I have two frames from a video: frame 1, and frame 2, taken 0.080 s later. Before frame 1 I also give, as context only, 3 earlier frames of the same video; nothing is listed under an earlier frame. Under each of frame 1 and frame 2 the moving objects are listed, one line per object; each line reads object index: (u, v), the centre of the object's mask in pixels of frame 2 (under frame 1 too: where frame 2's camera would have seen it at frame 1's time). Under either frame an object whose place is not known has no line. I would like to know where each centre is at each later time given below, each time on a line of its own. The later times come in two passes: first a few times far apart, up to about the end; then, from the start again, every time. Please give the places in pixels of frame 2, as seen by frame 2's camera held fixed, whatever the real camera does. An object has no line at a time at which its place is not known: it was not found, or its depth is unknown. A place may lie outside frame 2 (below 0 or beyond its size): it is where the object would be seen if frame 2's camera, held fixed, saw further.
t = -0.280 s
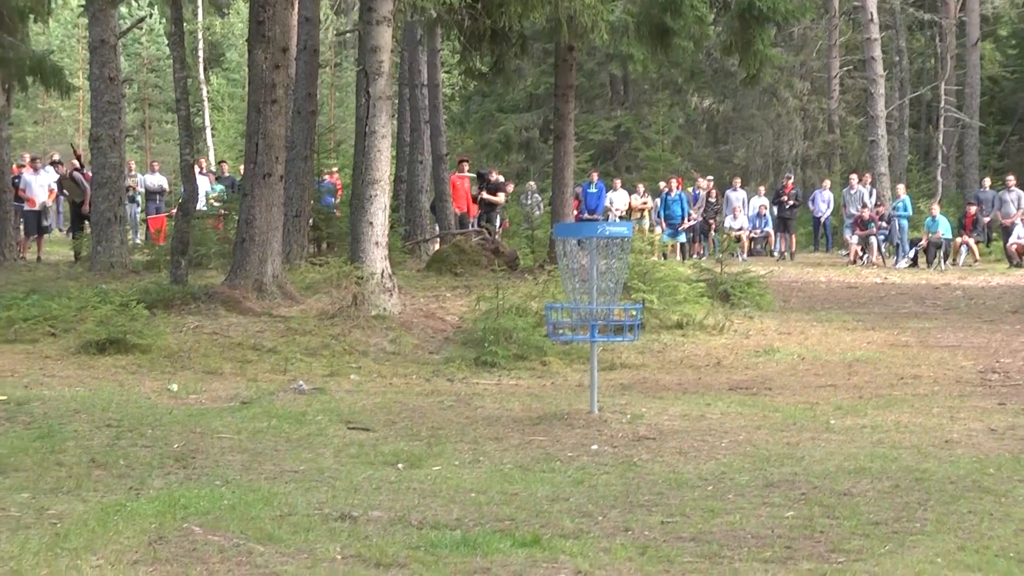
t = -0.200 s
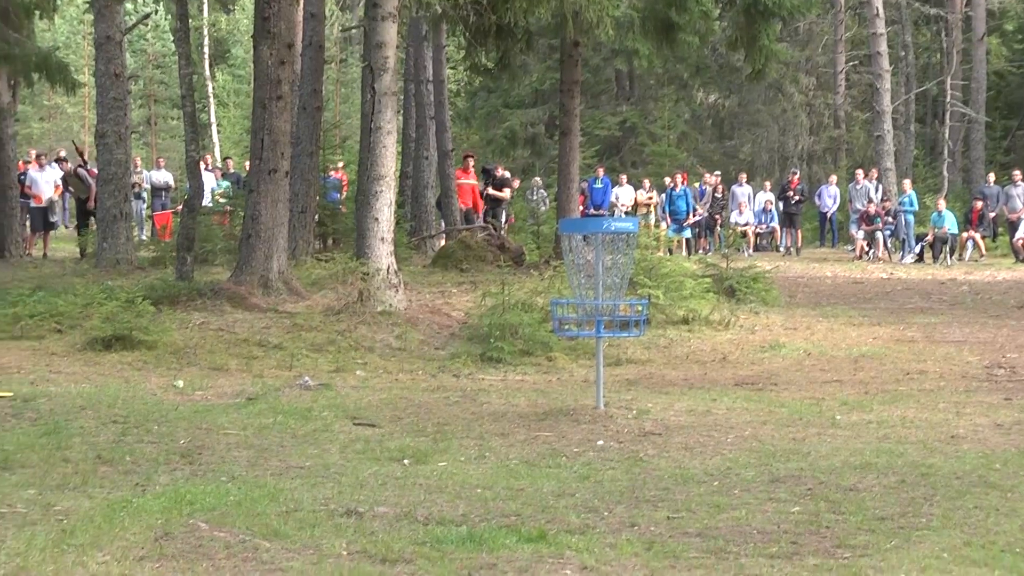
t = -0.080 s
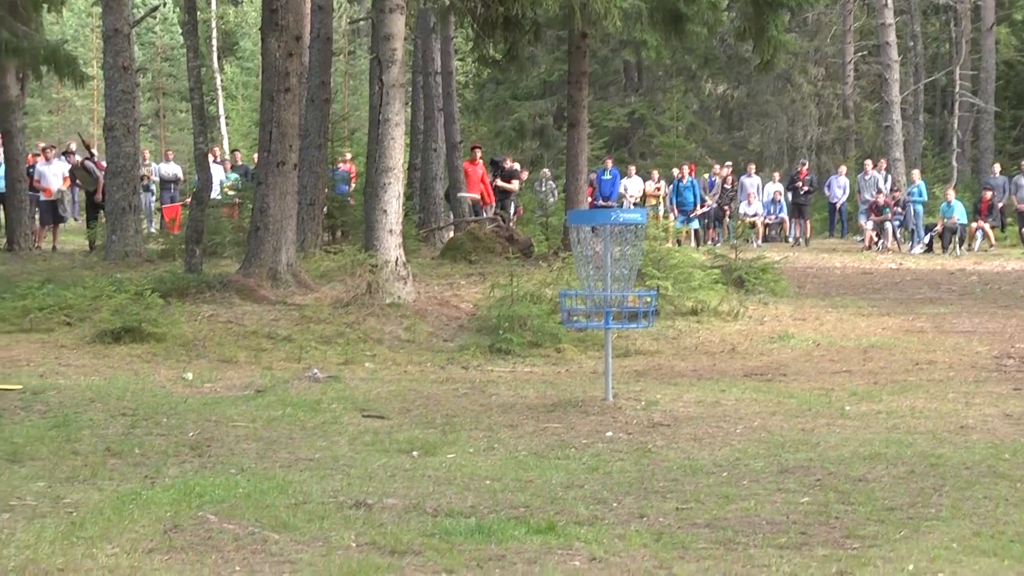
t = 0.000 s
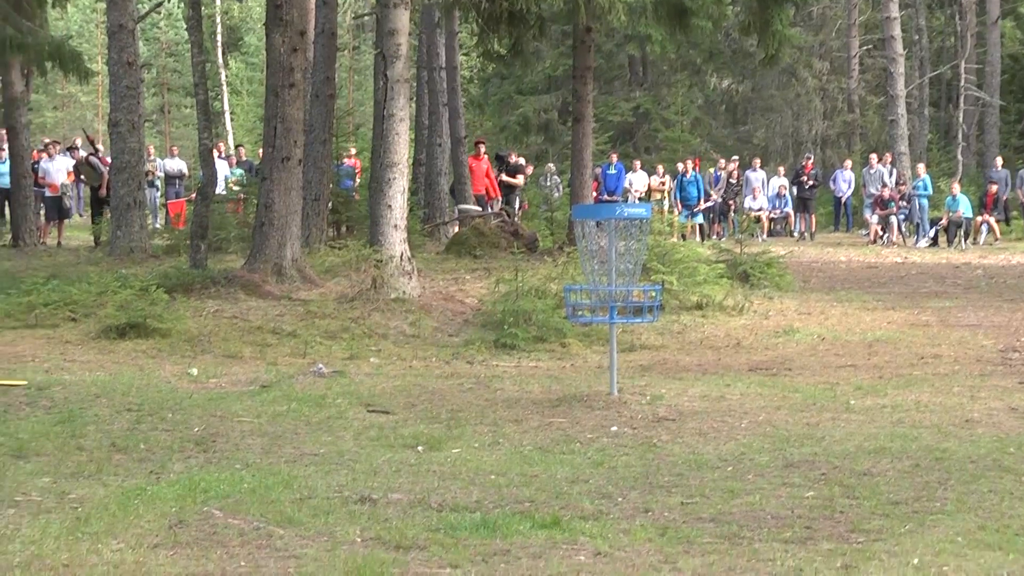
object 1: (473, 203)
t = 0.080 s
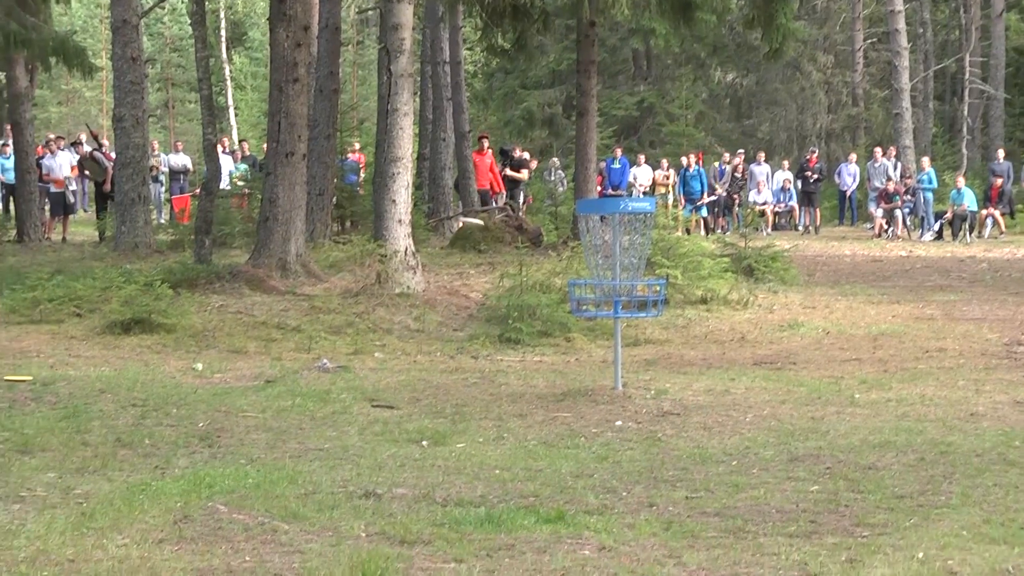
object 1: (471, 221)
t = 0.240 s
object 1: (469, 264)
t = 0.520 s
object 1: (487, 365)
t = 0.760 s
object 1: (535, 470)
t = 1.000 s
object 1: (564, 473)
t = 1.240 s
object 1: (657, 494)
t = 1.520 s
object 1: (772, 501)
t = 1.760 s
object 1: (795, 506)
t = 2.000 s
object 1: (795, 507)
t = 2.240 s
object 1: (794, 507)
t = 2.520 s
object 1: (794, 506)
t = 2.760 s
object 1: (794, 506)
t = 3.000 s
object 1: (793, 506)
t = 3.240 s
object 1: (793, 506)
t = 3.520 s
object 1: (793, 506)
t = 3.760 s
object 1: (794, 506)
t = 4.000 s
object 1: (793, 506)
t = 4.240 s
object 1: (793, 506)
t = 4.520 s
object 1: (793, 506)
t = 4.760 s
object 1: (794, 506)
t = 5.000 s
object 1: (793, 506)
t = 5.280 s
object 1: (794, 506)
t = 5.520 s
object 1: (794, 506)
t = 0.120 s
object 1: (471, 231)
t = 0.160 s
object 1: (468, 242)
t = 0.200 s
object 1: (468, 253)
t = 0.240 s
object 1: (469, 264)
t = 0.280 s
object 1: (471, 277)
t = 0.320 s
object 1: (470, 290)
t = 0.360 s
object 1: (472, 303)
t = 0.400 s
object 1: (474, 318)
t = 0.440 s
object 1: (477, 333)
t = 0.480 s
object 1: (482, 348)
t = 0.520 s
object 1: (487, 365)
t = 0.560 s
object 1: (492, 382)
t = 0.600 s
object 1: (498, 400)
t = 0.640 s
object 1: (507, 421)
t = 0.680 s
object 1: (515, 441)
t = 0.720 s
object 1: (526, 463)
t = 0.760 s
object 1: (535, 470)
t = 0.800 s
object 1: (538, 465)
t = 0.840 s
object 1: (542, 461)
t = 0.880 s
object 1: (547, 460)
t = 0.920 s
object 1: (553, 462)
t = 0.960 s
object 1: (557, 467)
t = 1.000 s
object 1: (564, 473)
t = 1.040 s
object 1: (569, 485)
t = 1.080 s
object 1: (582, 489)
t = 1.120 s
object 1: (598, 488)
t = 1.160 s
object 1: (617, 488)
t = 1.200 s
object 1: (637, 490)
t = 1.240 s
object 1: (657, 494)
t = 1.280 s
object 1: (678, 498)
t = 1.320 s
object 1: (698, 499)
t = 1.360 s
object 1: (717, 499)
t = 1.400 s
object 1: (734, 500)
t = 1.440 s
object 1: (749, 502)
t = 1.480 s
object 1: (763, 501)
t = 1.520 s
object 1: (772, 501)
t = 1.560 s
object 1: (780, 501)
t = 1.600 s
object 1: (786, 502)
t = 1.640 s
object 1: (789, 503)
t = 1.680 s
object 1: (793, 504)
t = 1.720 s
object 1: (794, 506)
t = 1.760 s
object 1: (795, 506)
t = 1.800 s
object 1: (795, 506)
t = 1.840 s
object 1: (795, 506)
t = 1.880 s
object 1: (795, 507)
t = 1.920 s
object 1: (795, 507)
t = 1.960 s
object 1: (794, 507)
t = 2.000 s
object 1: (795, 507)
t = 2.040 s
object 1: (795, 507)
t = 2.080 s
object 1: (794, 507)
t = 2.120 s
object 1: (795, 507)
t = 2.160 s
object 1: (794, 506)
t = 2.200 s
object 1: (794, 507)
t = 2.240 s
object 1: (794, 507)
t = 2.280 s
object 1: (794, 506)
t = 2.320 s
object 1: (794, 507)
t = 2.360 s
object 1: (794, 506)
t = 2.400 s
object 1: (794, 506)
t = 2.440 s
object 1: (794, 506)
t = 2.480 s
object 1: (794, 506)
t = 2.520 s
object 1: (794, 506)
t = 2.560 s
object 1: (794, 506)
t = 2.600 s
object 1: (794, 506)
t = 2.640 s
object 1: (794, 506)
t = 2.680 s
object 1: (794, 506)
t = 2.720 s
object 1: (794, 506)
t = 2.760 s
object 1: (794, 506)
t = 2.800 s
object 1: (794, 506)
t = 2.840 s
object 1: (793, 506)
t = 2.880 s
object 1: (793, 506)
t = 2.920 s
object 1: (794, 506)
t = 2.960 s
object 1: (793, 506)
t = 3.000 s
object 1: (793, 506)
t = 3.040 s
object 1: (793, 506)
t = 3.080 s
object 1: (793, 506)
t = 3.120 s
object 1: (793, 506)
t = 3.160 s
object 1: (793, 506)
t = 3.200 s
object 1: (793, 506)
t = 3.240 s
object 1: (793, 506)
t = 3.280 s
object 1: (793, 506)
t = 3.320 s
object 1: (793, 506)
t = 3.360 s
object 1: (793, 506)
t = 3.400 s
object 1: (793, 506)
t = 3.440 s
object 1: (793, 506)
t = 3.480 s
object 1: (793, 506)
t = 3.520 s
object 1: (793, 506)
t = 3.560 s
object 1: (793, 506)
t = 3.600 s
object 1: (793, 506)
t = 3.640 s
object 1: (793, 506)
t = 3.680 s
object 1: (793, 506)
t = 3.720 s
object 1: (794, 506)
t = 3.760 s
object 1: (794, 506)
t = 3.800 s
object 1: (793, 506)
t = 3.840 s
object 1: (793, 506)
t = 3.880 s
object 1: (793, 506)
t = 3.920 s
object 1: (793, 506)
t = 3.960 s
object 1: (793, 506)
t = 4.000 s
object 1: (793, 506)
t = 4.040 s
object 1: (793, 506)
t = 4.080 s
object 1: (793, 506)
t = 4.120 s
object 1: (793, 506)
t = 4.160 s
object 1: (793, 506)
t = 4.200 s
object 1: (794, 506)
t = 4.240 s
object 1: (793, 506)
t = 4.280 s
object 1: (793, 506)
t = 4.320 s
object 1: (793, 506)
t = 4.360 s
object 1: (793, 506)
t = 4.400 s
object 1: (793, 506)
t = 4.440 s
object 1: (793, 506)
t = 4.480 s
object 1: (793, 506)
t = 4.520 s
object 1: (793, 506)
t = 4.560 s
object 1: (794, 506)
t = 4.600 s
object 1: (793, 506)
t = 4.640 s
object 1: (794, 506)
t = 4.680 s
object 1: (793, 506)
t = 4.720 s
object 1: (794, 506)
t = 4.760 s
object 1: (794, 506)
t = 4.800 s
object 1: (794, 506)
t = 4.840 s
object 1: (794, 506)
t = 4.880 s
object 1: (794, 506)
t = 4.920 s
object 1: (793, 506)
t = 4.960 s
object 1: (793, 506)
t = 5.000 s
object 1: (793, 506)
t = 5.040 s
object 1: (793, 506)
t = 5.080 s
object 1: (793, 506)
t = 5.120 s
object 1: (793, 506)
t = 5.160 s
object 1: (793, 506)
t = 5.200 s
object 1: (794, 506)
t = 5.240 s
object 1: (793, 506)
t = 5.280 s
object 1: (794, 506)
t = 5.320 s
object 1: (793, 506)
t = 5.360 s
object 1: (793, 506)
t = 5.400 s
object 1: (794, 506)
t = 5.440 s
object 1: (794, 506)
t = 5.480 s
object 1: (793, 506)
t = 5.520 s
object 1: (794, 506)
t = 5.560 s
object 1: (794, 506)
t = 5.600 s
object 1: (794, 506)
